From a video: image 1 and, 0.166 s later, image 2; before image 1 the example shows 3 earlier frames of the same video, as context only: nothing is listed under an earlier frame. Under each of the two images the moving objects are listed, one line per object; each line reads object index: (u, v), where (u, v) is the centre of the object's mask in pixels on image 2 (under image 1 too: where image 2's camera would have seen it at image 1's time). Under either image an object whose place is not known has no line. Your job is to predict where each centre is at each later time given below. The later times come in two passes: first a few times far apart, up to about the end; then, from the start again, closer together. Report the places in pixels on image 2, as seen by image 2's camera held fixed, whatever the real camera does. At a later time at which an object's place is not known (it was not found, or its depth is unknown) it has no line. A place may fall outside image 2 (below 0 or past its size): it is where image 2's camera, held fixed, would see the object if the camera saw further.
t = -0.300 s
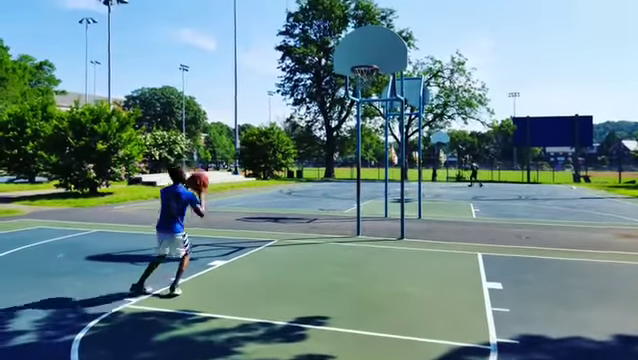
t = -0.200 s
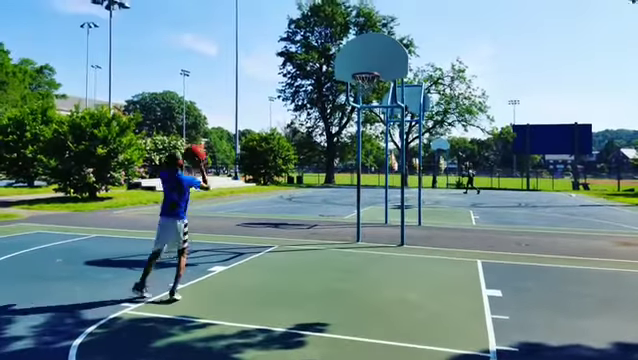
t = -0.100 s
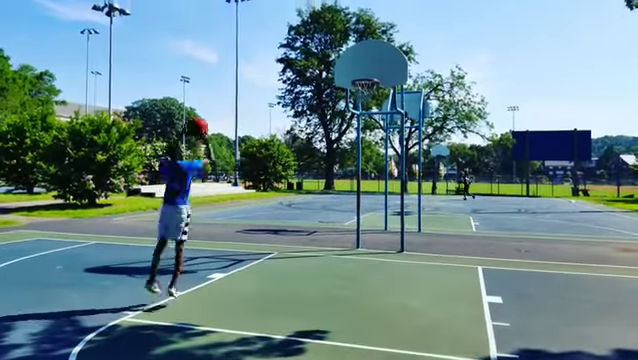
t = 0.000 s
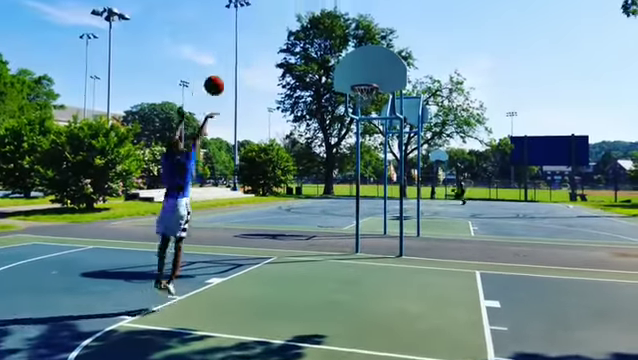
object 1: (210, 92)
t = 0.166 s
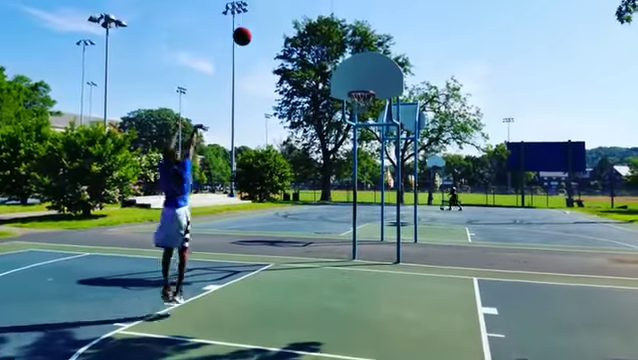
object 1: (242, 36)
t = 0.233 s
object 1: (253, 21)
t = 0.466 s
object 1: (287, -3)
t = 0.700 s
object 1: (316, 9)
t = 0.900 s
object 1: (338, 42)
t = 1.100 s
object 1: (352, 90)
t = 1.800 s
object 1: (366, 111)
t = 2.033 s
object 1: (370, 129)
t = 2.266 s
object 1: (372, 182)
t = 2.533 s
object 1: (369, 260)
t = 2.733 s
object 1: (367, 206)
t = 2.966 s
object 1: (367, 167)
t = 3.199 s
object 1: (366, 159)
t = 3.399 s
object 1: (366, 180)
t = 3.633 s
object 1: (364, 243)
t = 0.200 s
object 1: (247, 28)
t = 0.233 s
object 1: (253, 21)
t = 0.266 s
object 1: (258, 15)
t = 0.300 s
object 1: (263, 10)
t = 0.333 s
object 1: (269, 6)
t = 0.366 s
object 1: (273, 2)
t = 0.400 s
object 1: (278, 0)
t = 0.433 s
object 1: (283, -2)
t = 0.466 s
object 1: (287, -3)
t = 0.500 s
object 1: (292, -4)
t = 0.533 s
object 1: (296, -4)
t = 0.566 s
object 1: (300, -2)
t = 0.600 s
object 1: (304, -1)
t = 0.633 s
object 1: (308, 2)
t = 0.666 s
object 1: (312, 5)
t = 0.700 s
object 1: (316, 9)
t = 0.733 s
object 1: (319, 12)
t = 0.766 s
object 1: (322, 18)
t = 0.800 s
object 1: (328, 22)
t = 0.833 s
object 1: (330, 28)
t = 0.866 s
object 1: (335, 36)
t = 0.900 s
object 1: (338, 42)
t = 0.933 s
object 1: (341, 50)
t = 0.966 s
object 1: (343, 59)
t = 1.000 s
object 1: (345, 68)
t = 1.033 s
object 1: (349, 77)
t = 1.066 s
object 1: (352, 86)
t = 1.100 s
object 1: (352, 90)
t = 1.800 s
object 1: (366, 111)
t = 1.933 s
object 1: (367, 117)
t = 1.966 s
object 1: (368, 124)
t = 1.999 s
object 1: (369, 127)
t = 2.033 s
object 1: (370, 129)
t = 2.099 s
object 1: (370, 143)
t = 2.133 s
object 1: (371, 151)
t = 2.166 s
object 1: (370, 157)
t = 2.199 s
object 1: (371, 164)
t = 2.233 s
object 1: (373, 173)
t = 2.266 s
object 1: (372, 182)
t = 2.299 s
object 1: (373, 193)
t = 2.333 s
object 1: (372, 204)
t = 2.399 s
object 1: (369, 230)
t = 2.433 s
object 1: (369, 243)
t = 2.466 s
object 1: (369, 257)
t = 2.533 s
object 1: (369, 260)
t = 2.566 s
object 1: (369, 249)
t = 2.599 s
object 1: (369, 240)
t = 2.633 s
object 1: (369, 230)
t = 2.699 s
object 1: (369, 213)
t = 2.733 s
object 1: (367, 206)
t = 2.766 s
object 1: (367, 196)
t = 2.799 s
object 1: (367, 190)
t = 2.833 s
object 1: (368, 183)
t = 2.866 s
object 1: (367, 178)
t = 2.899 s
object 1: (367, 174)
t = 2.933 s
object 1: (367, 169)
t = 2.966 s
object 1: (367, 167)
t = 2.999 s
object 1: (368, 167)
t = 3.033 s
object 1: (366, 164)
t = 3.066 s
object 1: (366, 160)
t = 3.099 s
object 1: (366, 159)
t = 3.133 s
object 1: (366, 159)
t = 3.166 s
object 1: (366, 159)
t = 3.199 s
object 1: (366, 159)
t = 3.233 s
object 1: (366, 160)
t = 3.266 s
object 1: (365, 163)
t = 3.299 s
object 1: (366, 166)
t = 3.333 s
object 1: (368, 171)
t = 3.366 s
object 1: (367, 176)
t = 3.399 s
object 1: (366, 180)
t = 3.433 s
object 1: (366, 189)
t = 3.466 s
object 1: (365, 196)
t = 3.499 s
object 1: (366, 205)
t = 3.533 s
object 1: (365, 214)
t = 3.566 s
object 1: (365, 222)
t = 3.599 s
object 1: (365, 232)
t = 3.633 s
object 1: (364, 243)
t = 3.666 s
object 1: (364, 254)
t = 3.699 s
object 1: (364, 266)
